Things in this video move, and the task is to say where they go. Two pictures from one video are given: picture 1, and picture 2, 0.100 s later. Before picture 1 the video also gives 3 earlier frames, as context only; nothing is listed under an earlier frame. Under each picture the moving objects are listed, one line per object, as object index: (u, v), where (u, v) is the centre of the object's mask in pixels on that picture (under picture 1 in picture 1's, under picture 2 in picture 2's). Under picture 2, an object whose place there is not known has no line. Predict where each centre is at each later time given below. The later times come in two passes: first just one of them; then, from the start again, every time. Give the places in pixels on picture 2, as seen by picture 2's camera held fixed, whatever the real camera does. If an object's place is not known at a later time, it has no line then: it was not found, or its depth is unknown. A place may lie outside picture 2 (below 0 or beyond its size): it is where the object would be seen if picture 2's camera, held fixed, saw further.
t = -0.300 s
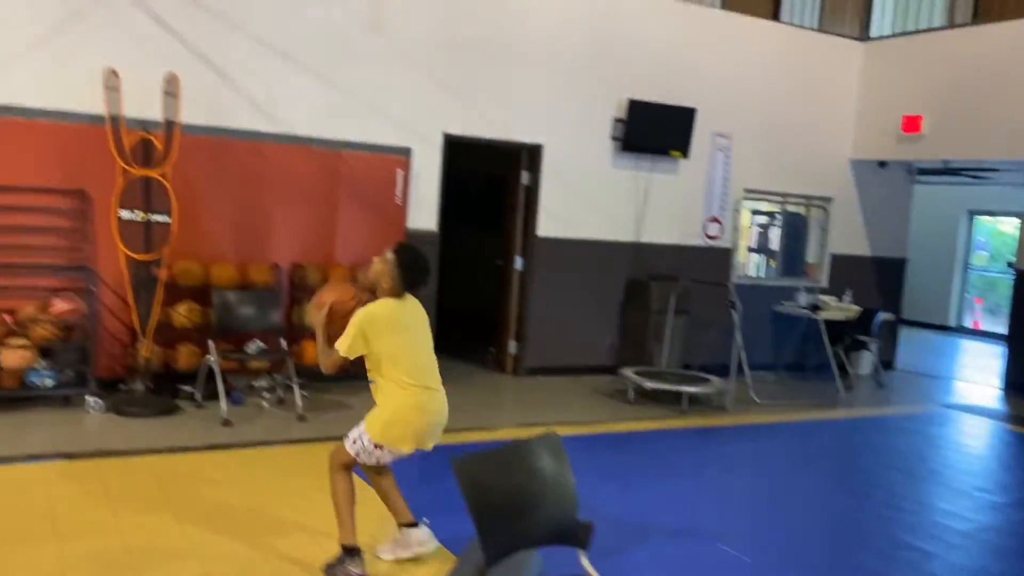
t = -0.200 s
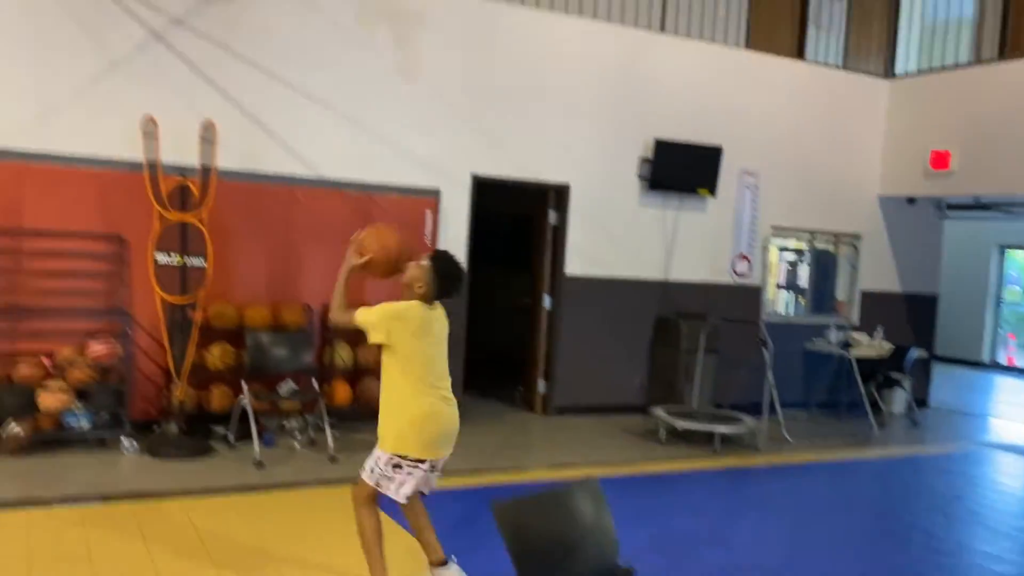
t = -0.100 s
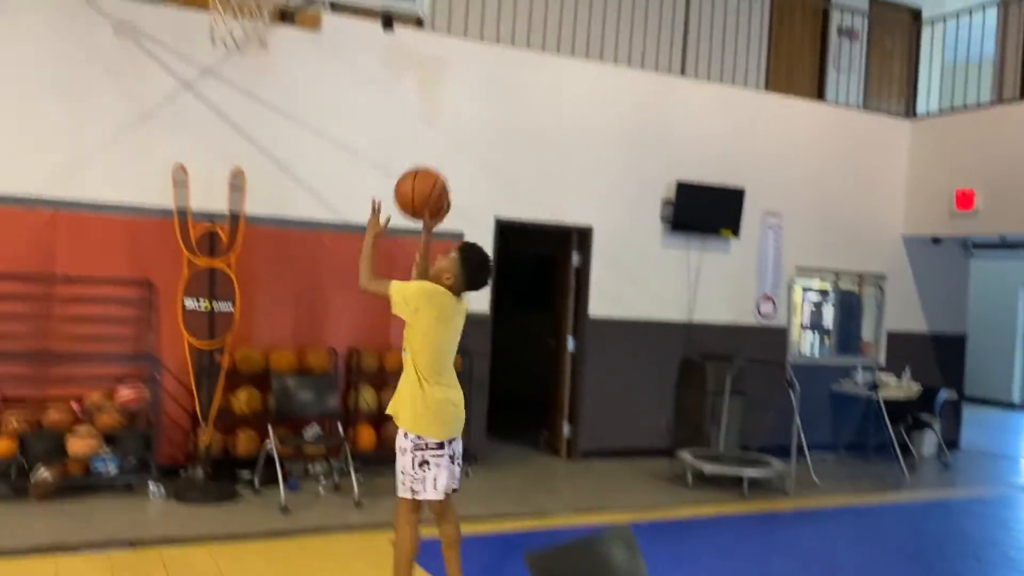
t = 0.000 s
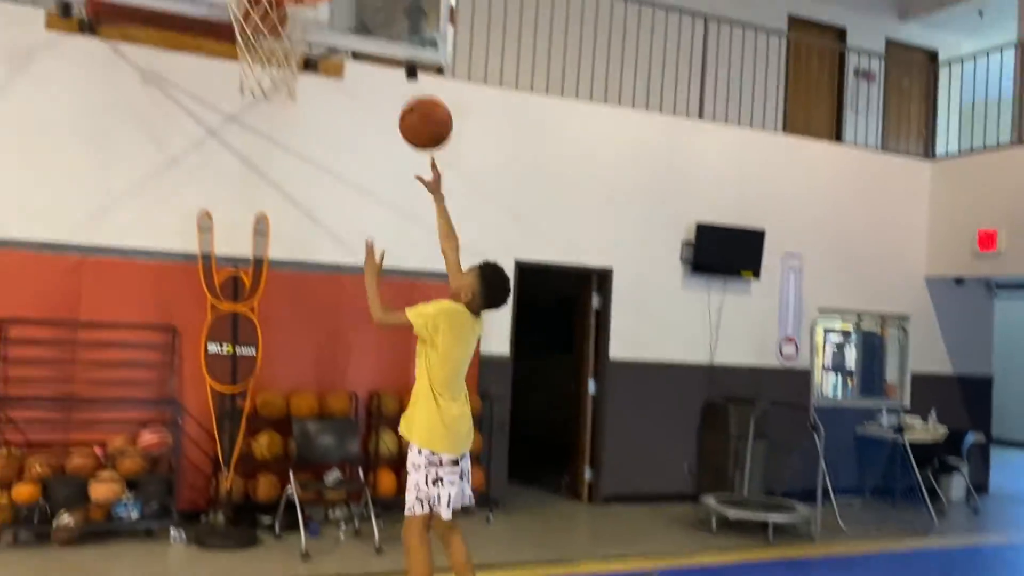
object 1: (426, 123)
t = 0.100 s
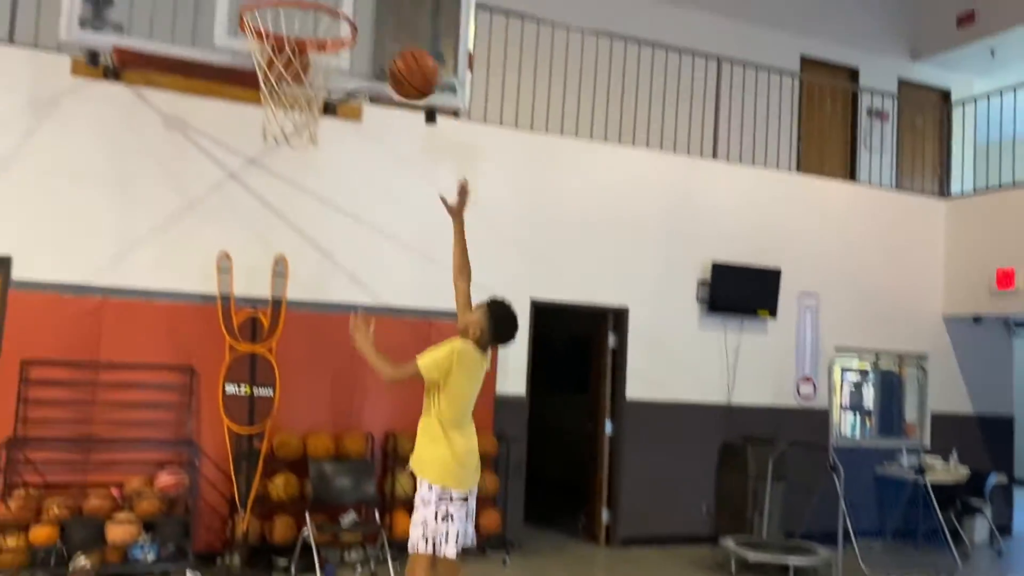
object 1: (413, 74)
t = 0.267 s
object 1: (364, -27)
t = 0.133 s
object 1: (404, 48)
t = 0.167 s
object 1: (393, 25)
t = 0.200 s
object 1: (382, 4)
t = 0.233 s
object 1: (371, -13)
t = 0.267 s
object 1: (364, -27)
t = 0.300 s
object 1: (358, -38)
